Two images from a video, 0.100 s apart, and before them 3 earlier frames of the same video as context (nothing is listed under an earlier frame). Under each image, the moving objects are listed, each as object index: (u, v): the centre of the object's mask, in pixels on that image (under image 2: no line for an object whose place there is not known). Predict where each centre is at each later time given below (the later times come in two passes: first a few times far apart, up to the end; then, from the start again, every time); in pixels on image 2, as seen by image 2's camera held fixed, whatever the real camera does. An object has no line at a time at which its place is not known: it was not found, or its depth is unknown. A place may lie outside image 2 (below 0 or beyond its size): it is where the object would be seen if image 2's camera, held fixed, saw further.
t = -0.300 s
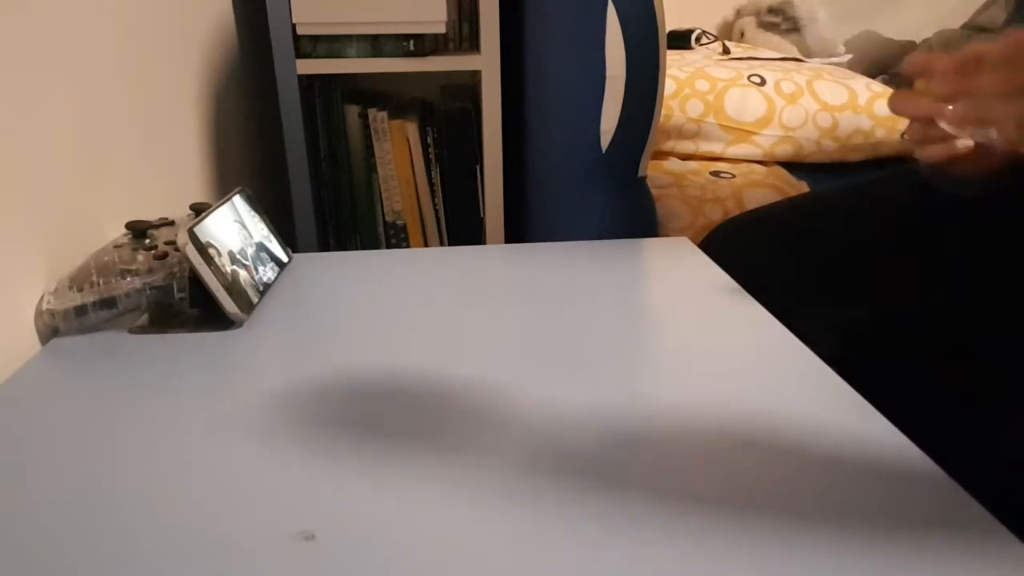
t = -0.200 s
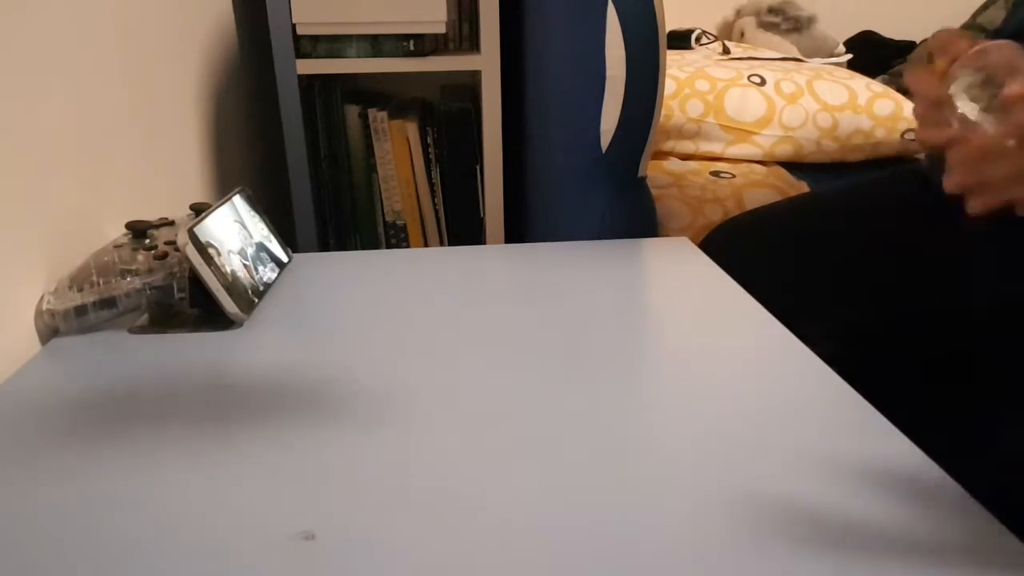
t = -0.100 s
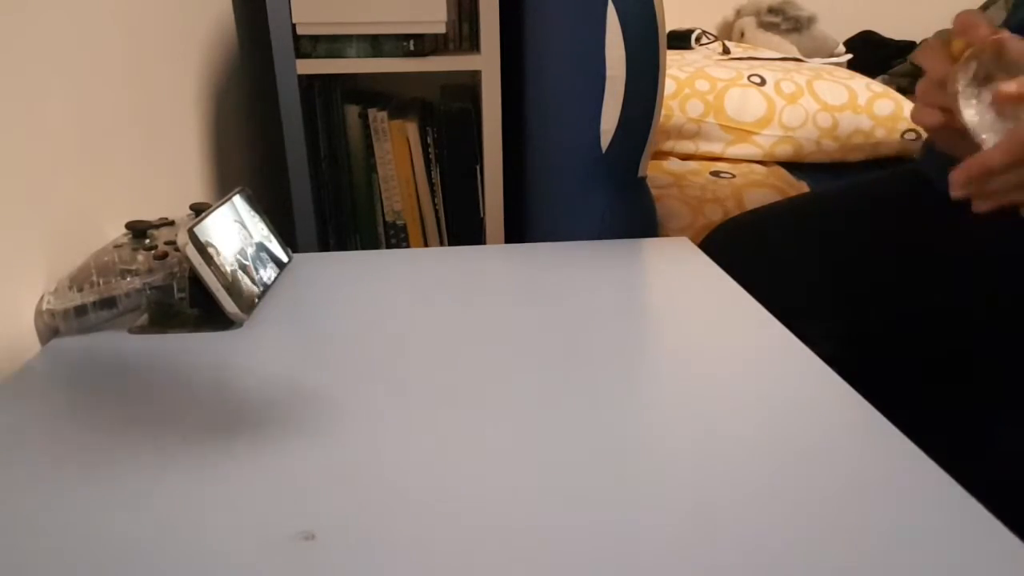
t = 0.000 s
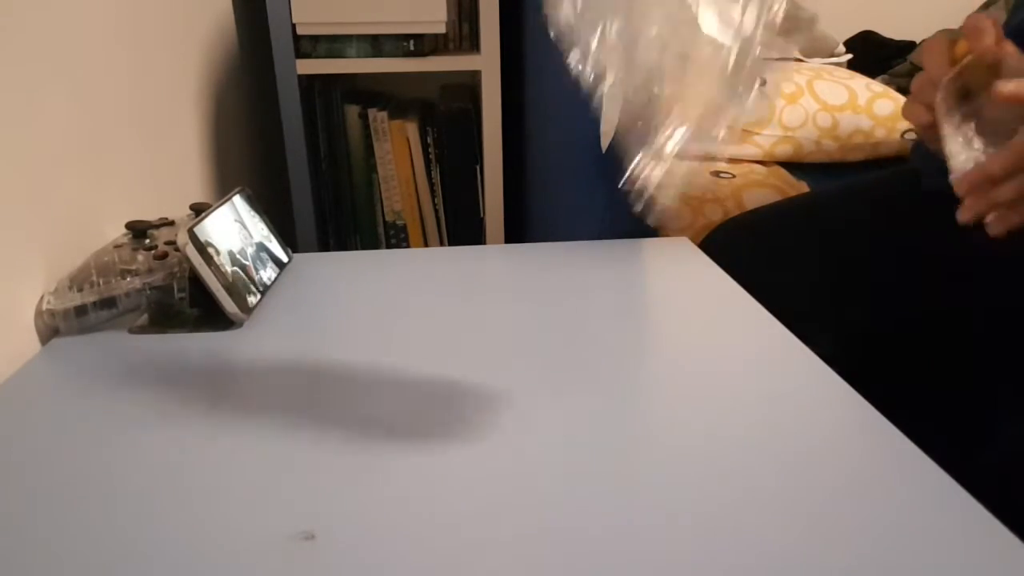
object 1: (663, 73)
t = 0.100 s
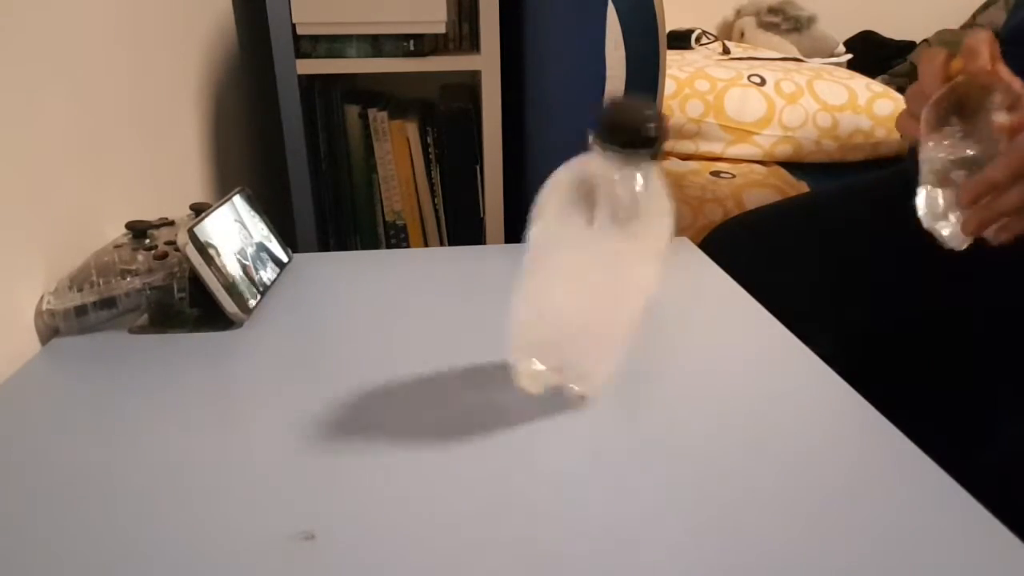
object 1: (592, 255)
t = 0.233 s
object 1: (583, 287)
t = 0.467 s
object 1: (549, 402)
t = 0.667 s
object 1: (557, 409)
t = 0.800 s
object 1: (568, 406)
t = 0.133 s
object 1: (584, 259)
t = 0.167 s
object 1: (582, 264)
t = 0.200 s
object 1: (581, 273)
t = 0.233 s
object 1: (583, 287)
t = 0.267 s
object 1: (600, 324)
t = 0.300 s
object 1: (587, 391)
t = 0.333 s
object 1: (577, 395)
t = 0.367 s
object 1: (568, 396)
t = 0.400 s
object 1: (557, 399)
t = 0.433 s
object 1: (550, 400)
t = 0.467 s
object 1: (549, 402)
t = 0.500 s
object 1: (550, 403)
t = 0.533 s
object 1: (552, 405)
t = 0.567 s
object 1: (553, 407)
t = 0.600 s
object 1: (554, 408)
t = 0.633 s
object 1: (554, 408)
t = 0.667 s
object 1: (557, 409)
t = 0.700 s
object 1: (560, 408)
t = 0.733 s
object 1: (563, 407)
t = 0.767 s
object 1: (566, 406)
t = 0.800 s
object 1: (568, 406)
